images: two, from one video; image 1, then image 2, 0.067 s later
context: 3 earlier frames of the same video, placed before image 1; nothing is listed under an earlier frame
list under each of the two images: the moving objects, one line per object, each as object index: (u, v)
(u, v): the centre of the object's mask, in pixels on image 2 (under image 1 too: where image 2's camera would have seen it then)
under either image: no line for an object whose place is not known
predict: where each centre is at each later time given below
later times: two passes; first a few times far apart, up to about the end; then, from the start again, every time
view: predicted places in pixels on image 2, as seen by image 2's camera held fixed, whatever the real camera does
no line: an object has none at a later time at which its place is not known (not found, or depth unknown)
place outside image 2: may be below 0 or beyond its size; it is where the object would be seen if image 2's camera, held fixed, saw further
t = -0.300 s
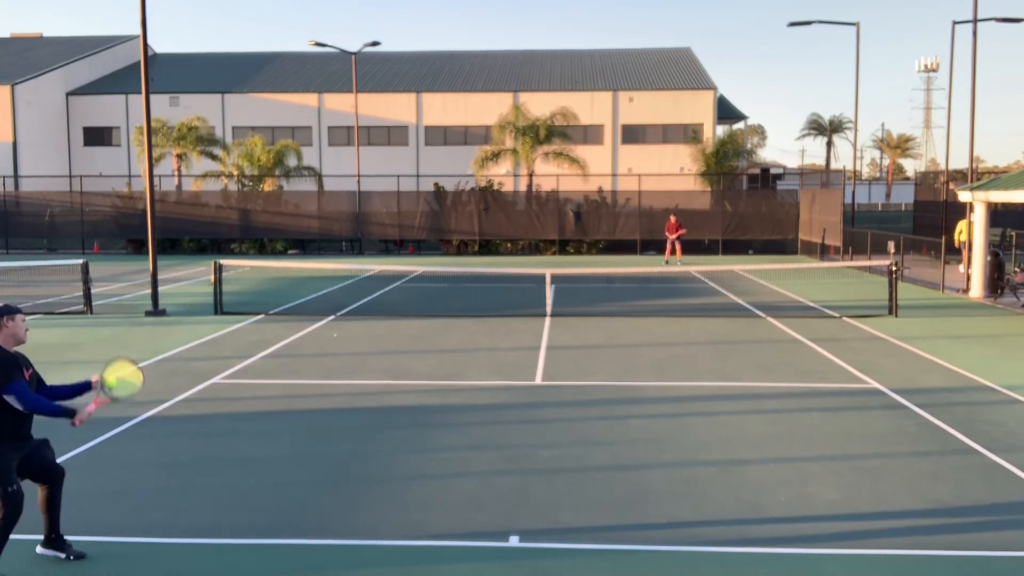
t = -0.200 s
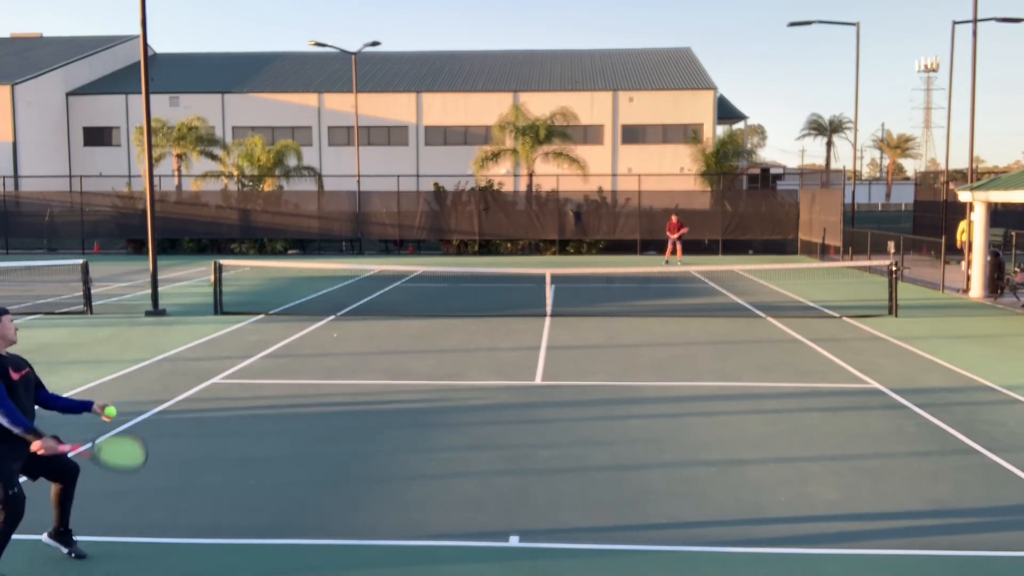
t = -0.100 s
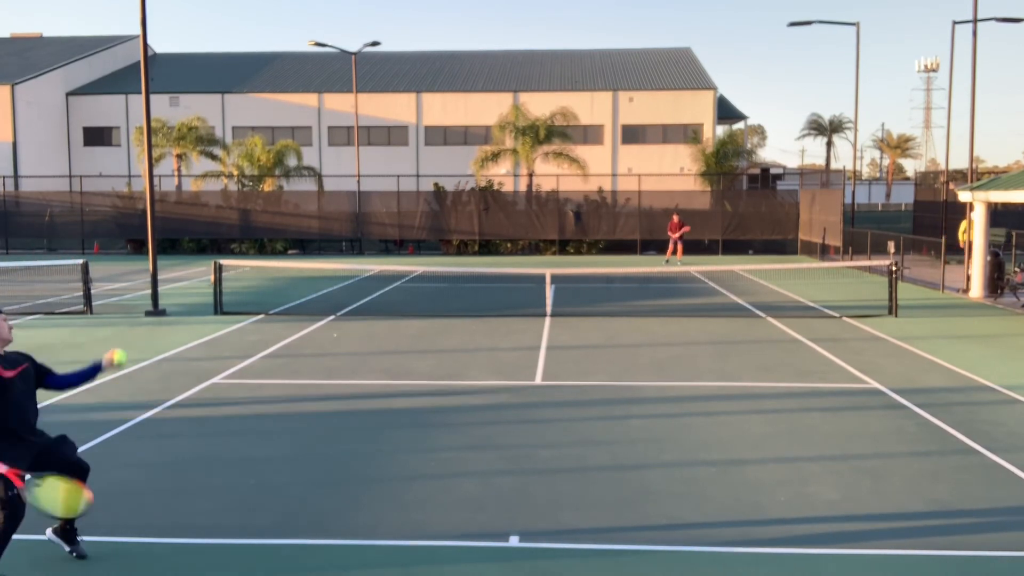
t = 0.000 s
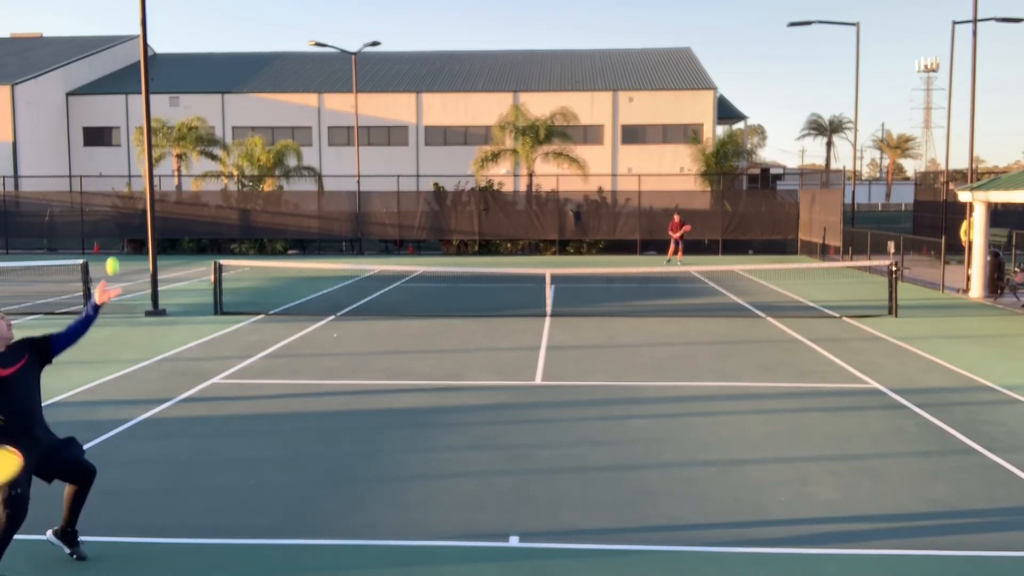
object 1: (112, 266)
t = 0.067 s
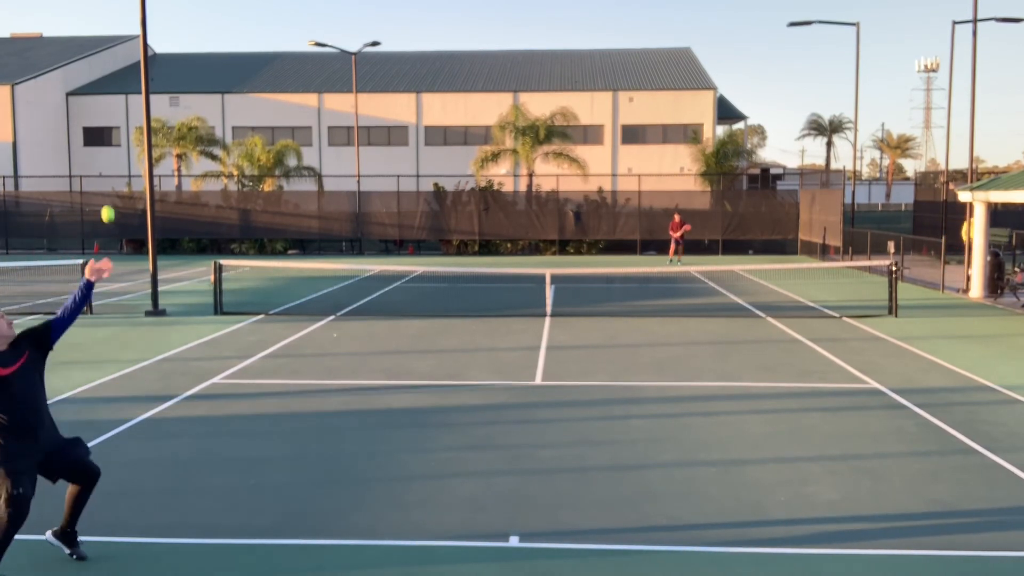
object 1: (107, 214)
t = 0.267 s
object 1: (96, 104)
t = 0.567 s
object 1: (85, 63)
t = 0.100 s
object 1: (105, 191)
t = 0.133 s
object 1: (103, 169)
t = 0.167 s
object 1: (101, 150)
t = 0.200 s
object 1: (100, 133)
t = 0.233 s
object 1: (97, 117)
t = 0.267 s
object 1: (96, 104)
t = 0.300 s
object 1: (94, 92)
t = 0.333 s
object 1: (93, 83)
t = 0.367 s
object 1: (92, 74)
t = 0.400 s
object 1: (90, 68)
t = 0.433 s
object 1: (89, 63)
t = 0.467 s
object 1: (88, 61)
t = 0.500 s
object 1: (87, 60)
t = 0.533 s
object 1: (86, 61)
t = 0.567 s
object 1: (85, 63)
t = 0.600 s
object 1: (85, 67)
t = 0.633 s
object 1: (84, 73)
